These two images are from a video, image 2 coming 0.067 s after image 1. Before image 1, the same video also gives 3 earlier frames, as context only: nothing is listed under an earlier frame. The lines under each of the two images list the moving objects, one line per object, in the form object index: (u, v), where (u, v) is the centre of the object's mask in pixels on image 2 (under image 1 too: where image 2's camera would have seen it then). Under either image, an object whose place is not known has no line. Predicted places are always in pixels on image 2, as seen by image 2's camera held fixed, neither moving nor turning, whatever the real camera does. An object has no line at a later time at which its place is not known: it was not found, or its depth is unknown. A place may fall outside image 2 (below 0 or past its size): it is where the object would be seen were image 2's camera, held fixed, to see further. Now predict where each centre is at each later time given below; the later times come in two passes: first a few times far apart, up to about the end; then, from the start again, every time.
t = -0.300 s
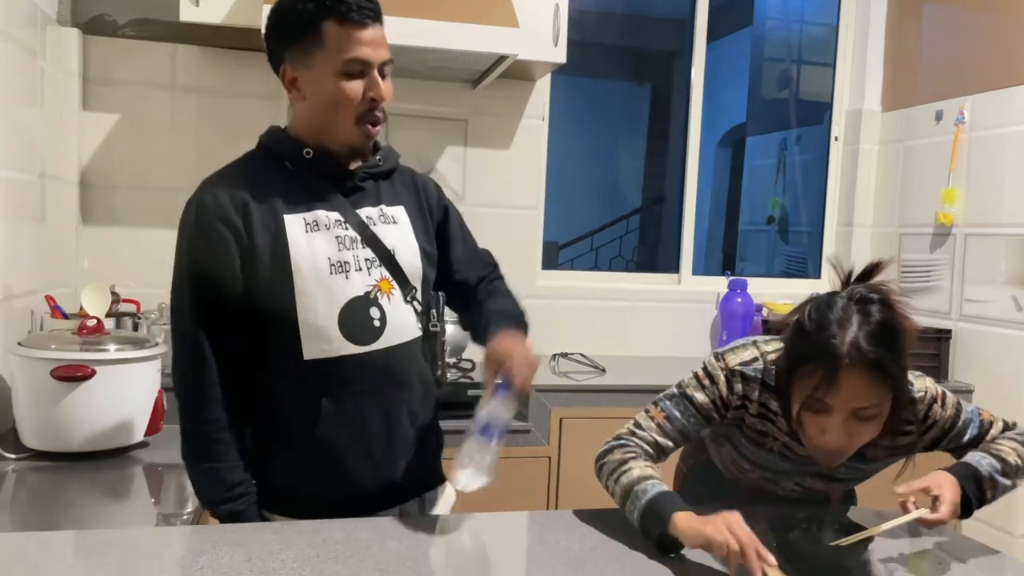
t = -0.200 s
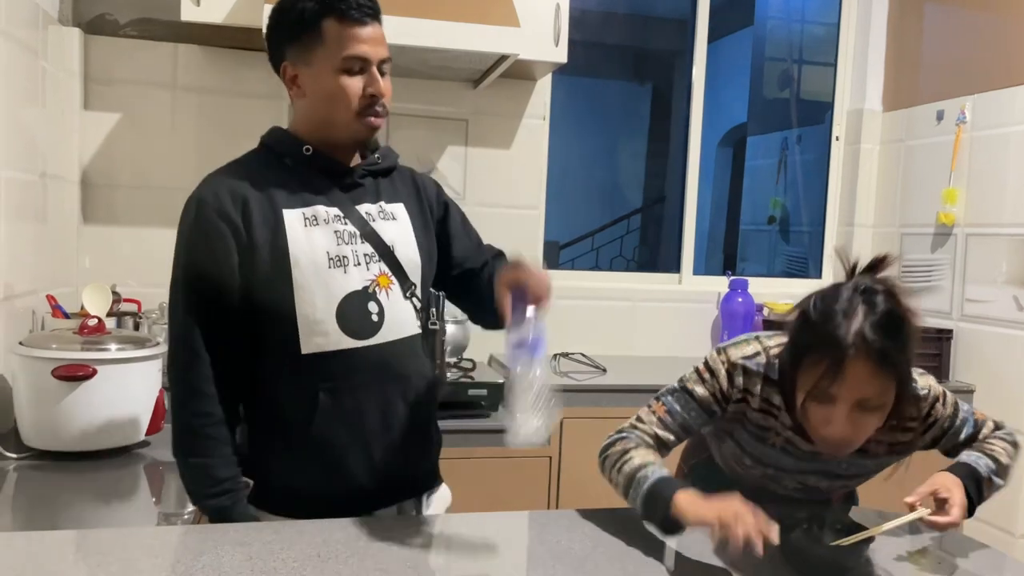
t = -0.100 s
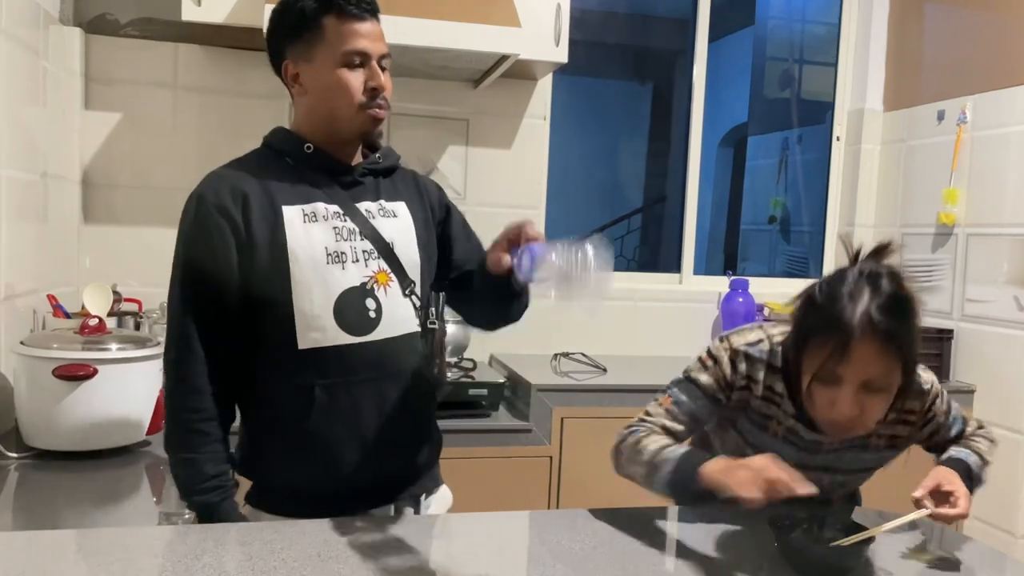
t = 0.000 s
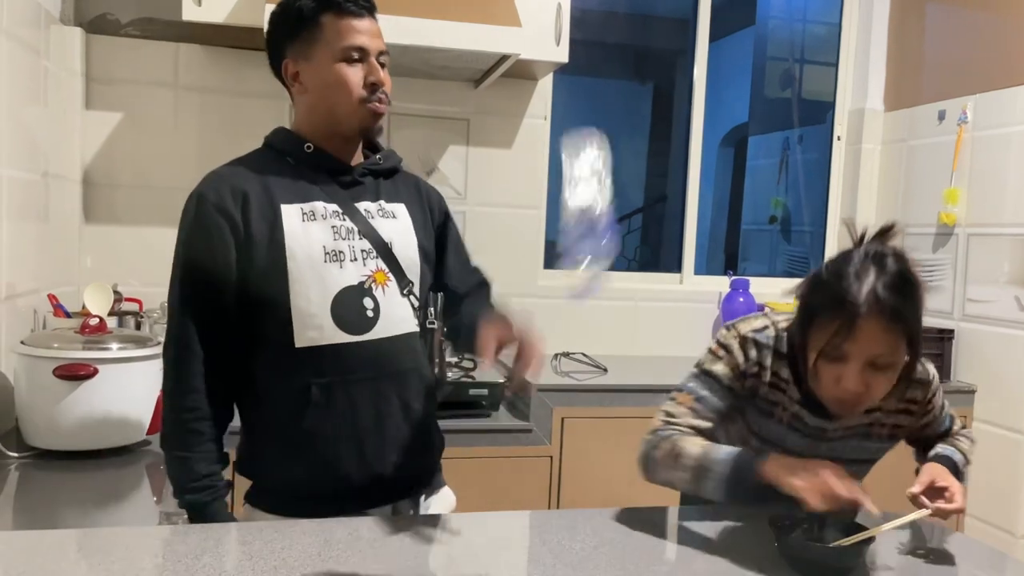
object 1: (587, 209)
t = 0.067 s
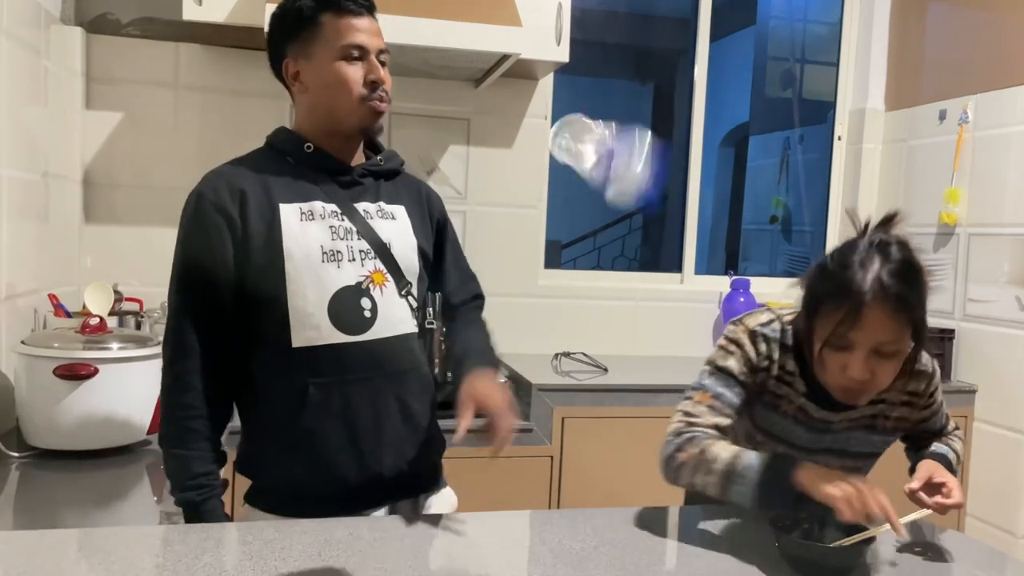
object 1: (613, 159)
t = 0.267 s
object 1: (587, 232)
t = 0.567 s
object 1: (552, 549)
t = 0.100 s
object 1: (614, 134)
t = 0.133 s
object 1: (607, 131)
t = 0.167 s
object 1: (601, 144)
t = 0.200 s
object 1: (595, 167)
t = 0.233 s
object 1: (592, 193)
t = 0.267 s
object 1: (587, 232)
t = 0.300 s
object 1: (582, 289)
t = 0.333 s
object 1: (578, 360)
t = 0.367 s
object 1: (575, 432)
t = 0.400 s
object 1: (567, 496)
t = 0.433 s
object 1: (548, 541)
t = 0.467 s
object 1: (555, 552)
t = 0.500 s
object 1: (557, 549)
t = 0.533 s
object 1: (555, 547)
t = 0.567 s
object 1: (552, 549)
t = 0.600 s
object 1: (547, 551)
